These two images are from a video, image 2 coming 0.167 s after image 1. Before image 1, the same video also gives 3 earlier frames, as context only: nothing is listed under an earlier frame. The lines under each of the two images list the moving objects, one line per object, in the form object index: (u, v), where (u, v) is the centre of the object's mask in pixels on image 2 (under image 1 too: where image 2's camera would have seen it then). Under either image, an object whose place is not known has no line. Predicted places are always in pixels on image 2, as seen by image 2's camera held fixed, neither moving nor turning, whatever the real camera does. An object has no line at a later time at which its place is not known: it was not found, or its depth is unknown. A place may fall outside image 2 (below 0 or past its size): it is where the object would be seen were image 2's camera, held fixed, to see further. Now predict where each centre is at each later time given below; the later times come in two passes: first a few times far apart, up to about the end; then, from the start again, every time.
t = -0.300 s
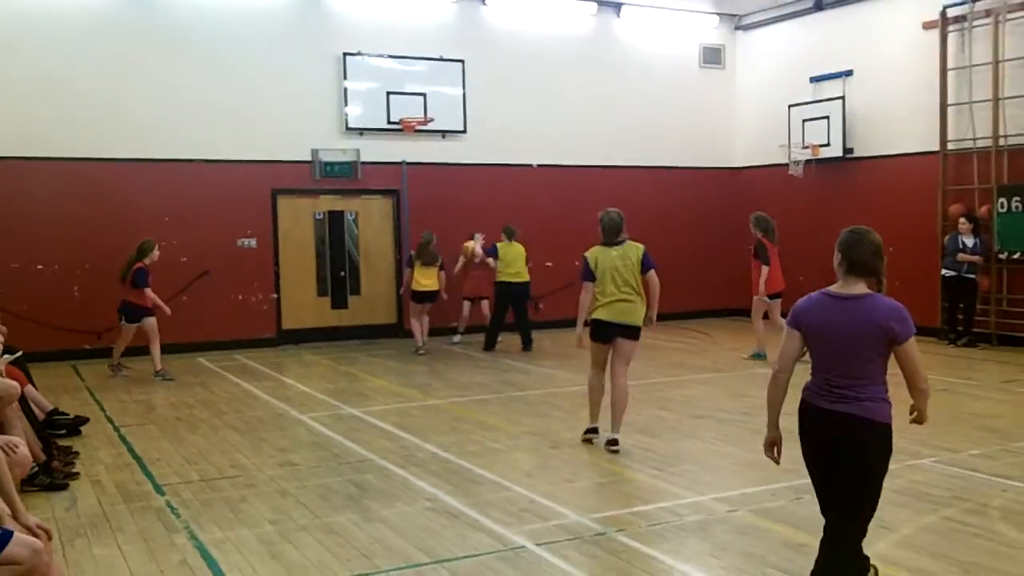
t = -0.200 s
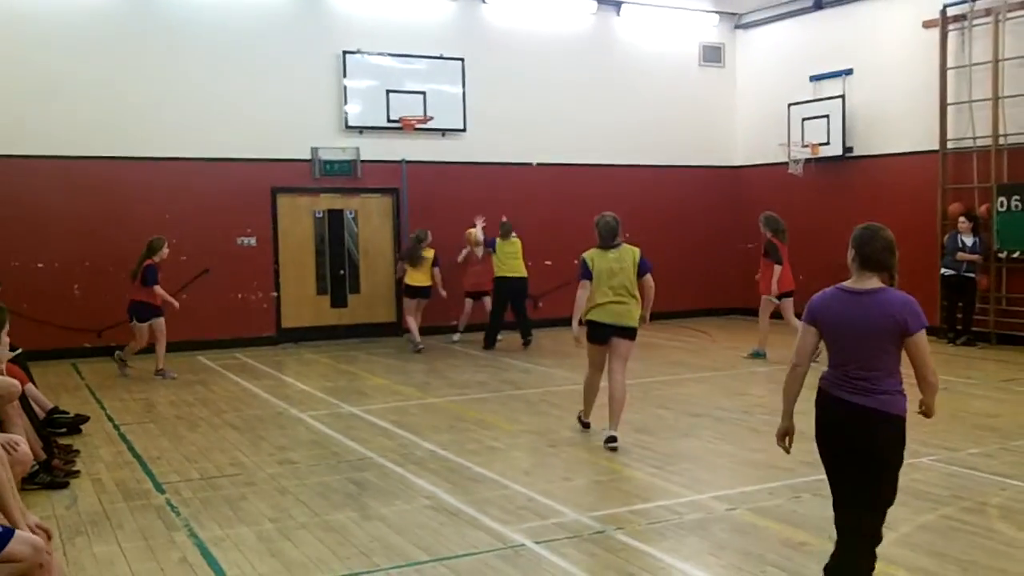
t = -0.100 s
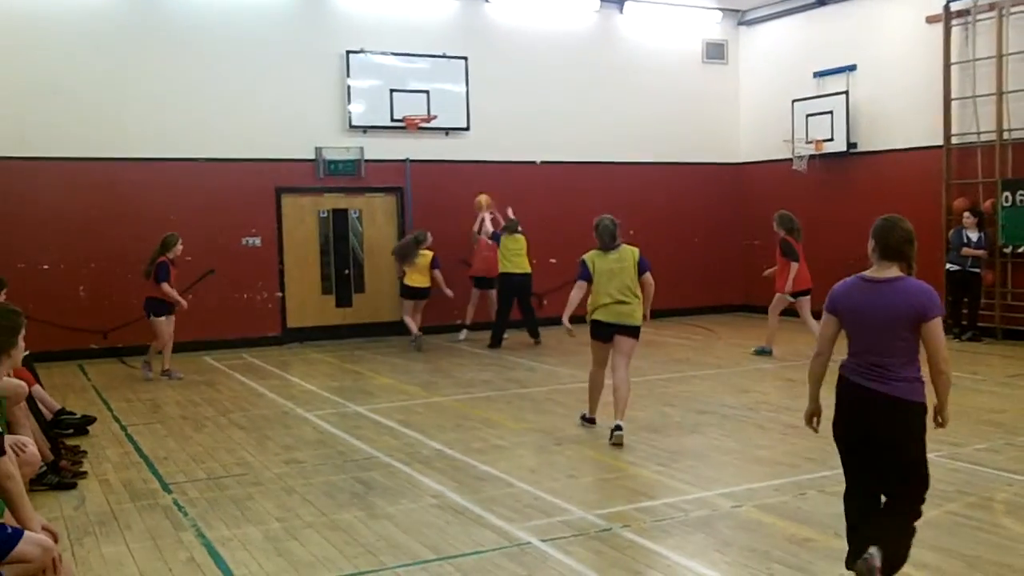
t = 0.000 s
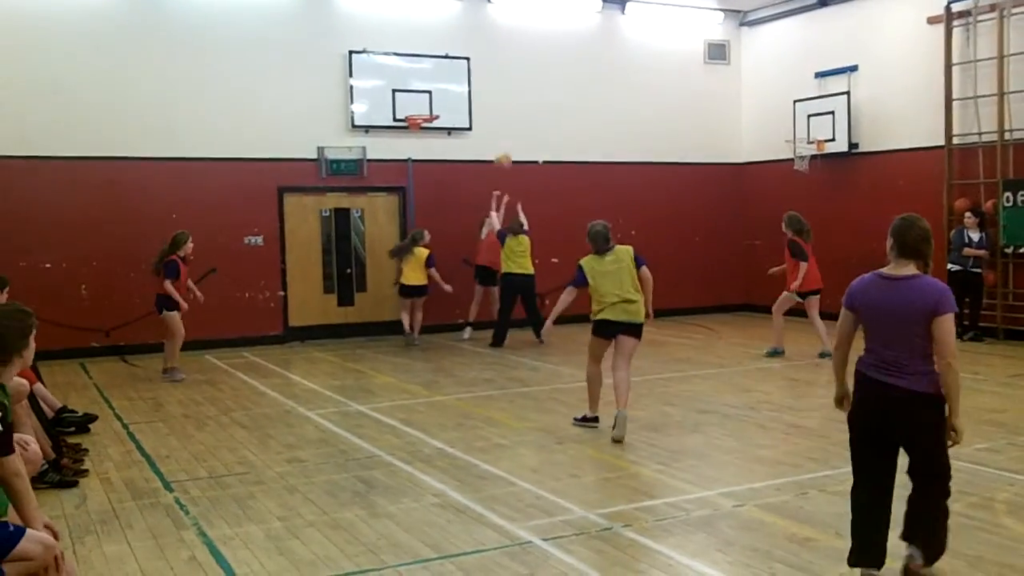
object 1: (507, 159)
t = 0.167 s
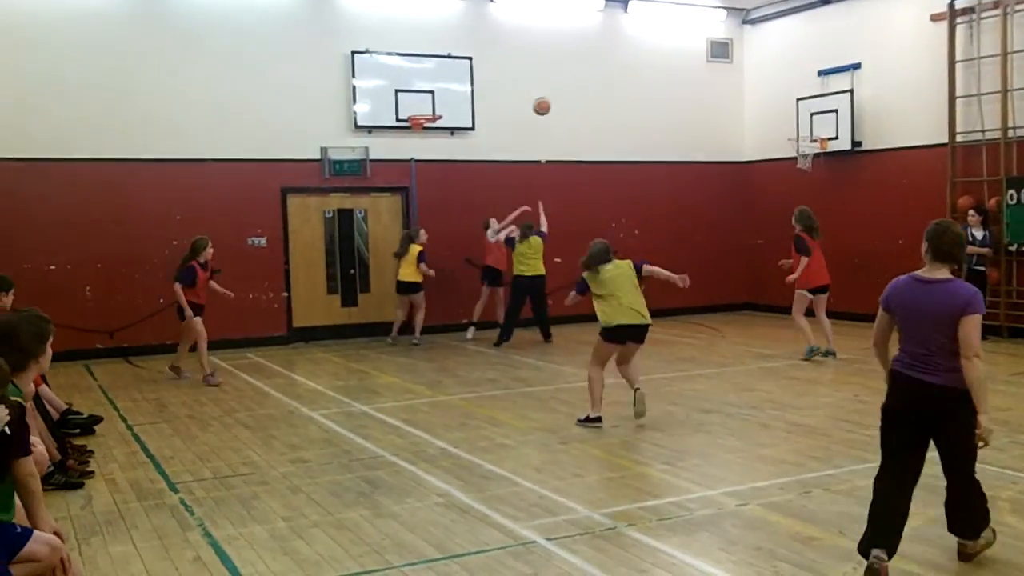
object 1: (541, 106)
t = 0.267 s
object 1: (564, 82)
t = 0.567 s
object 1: (636, 54)
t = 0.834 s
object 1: (707, 91)
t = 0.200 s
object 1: (549, 97)
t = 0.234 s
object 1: (557, 89)
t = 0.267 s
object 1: (564, 82)
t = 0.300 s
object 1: (572, 75)
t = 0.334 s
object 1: (579, 69)
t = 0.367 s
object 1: (588, 65)
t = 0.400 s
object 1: (595, 61)
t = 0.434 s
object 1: (604, 57)
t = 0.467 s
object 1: (612, 55)
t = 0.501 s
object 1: (620, 54)
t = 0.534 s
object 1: (628, 54)
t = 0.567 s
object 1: (636, 54)
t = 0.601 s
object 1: (645, 55)
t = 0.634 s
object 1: (653, 58)
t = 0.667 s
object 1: (661, 61)
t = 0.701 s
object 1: (670, 65)
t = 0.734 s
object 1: (679, 70)
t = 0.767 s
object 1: (688, 76)
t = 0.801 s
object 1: (697, 83)
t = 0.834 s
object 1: (707, 91)
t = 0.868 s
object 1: (715, 100)
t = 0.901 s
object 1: (724, 110)
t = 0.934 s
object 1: (733, 121)
